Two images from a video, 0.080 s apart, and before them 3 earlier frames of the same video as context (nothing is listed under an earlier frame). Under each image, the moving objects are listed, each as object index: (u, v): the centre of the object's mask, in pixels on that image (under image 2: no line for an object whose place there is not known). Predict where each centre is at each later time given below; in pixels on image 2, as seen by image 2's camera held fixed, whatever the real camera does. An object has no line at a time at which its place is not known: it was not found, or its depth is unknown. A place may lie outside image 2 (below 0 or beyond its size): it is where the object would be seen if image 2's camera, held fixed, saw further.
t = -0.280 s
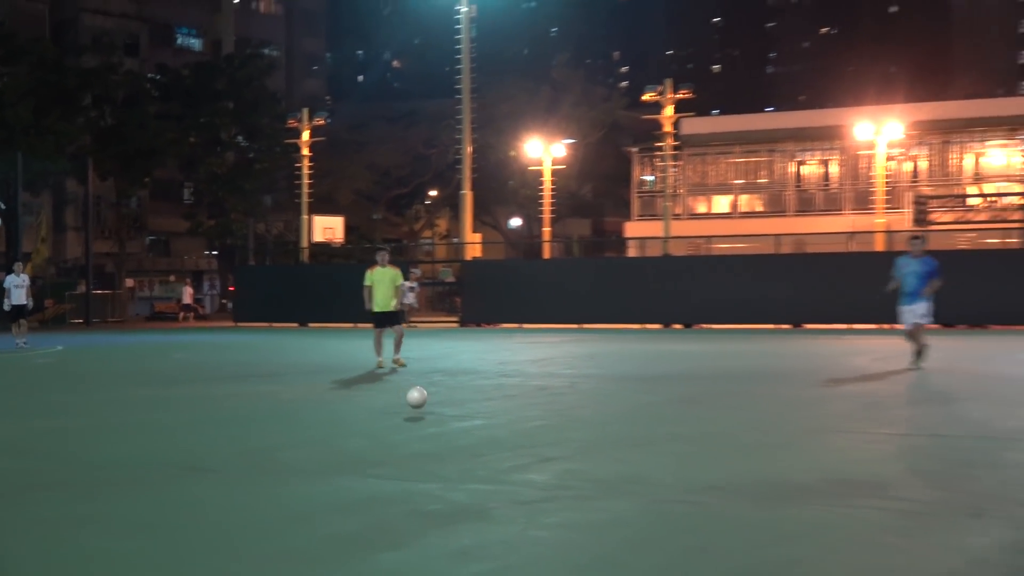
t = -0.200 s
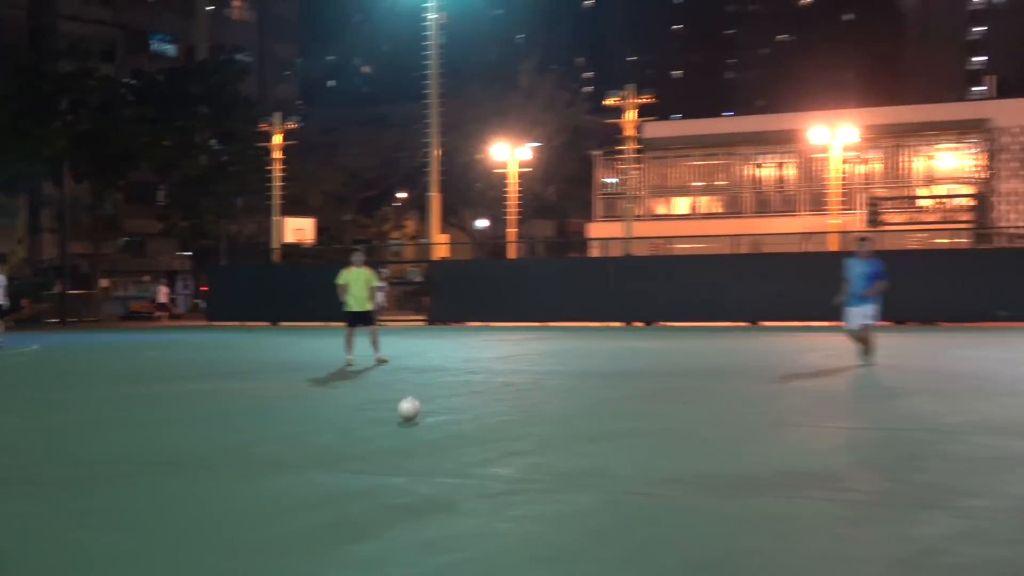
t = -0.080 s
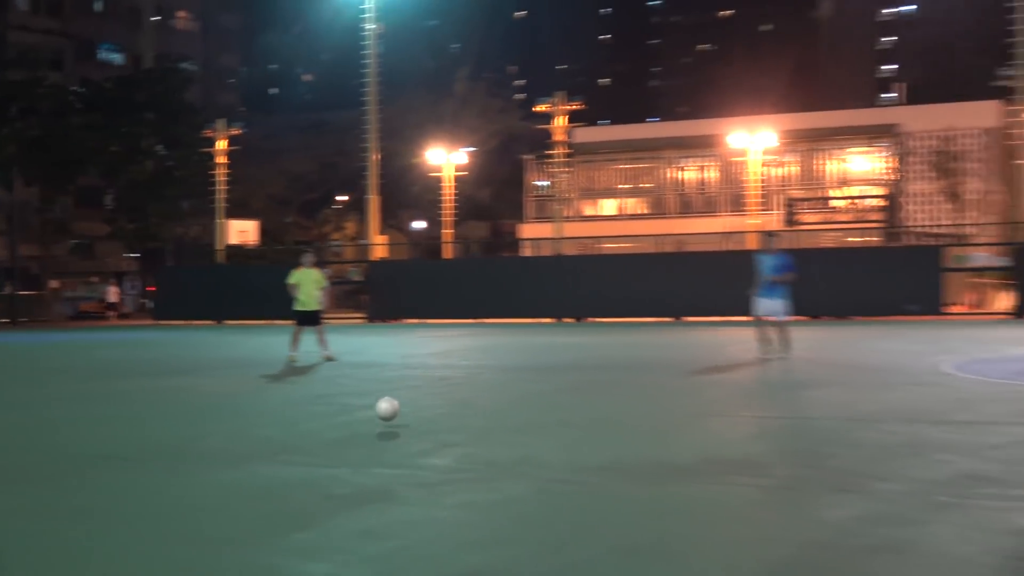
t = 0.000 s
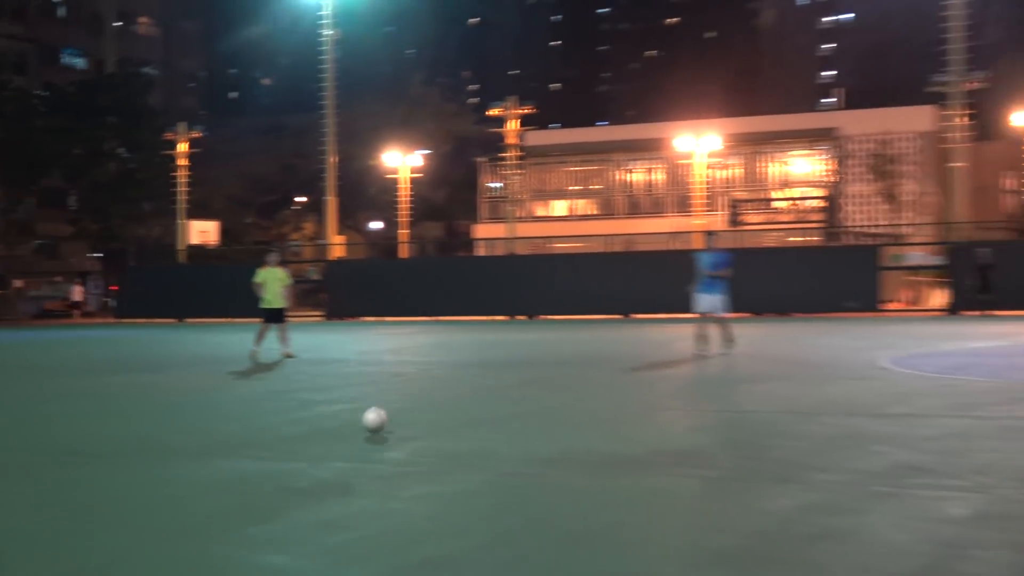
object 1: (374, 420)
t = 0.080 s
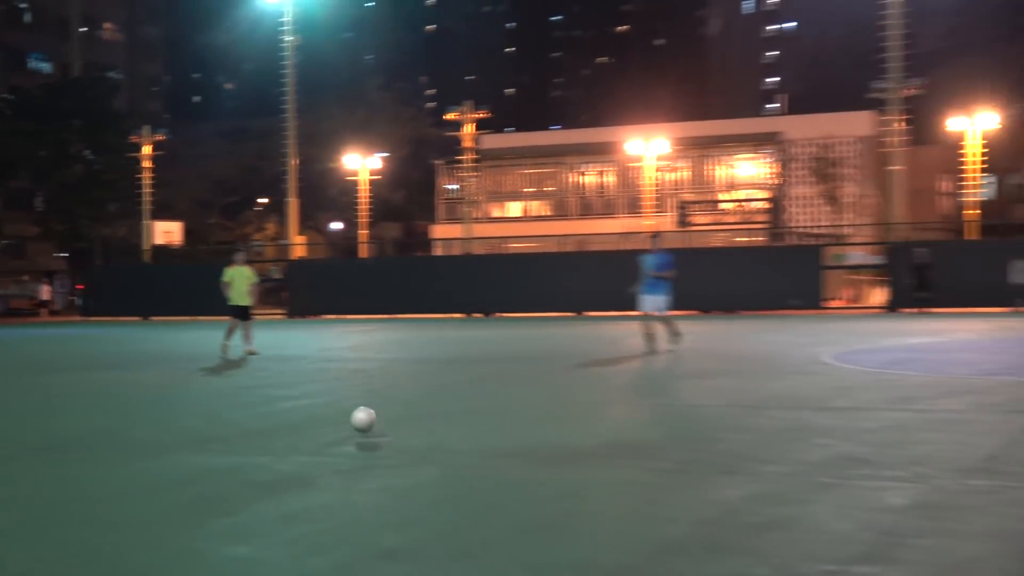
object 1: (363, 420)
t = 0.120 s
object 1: (376, 423)
